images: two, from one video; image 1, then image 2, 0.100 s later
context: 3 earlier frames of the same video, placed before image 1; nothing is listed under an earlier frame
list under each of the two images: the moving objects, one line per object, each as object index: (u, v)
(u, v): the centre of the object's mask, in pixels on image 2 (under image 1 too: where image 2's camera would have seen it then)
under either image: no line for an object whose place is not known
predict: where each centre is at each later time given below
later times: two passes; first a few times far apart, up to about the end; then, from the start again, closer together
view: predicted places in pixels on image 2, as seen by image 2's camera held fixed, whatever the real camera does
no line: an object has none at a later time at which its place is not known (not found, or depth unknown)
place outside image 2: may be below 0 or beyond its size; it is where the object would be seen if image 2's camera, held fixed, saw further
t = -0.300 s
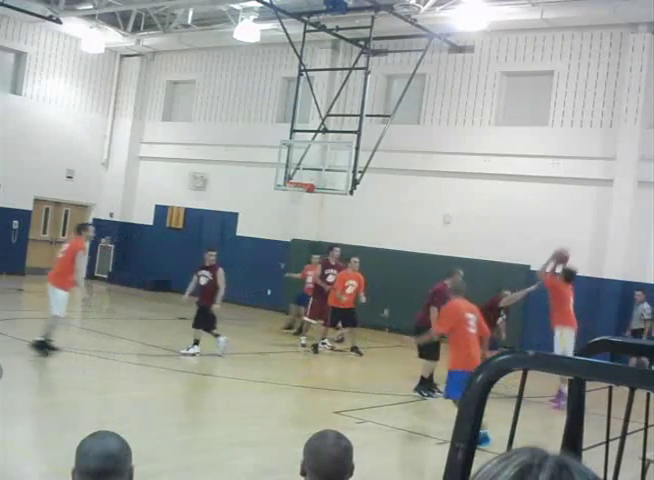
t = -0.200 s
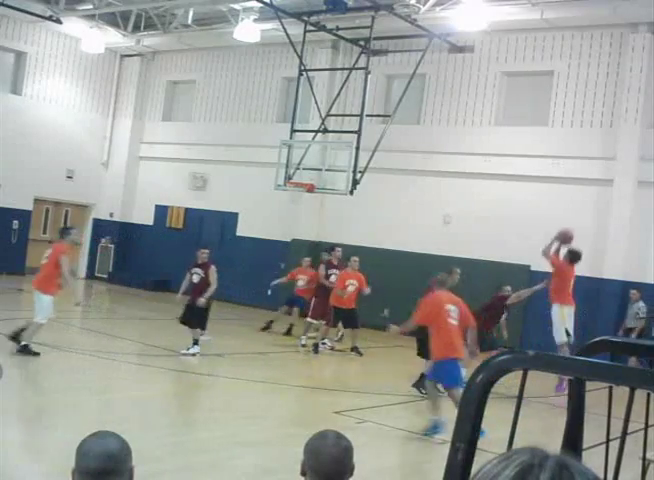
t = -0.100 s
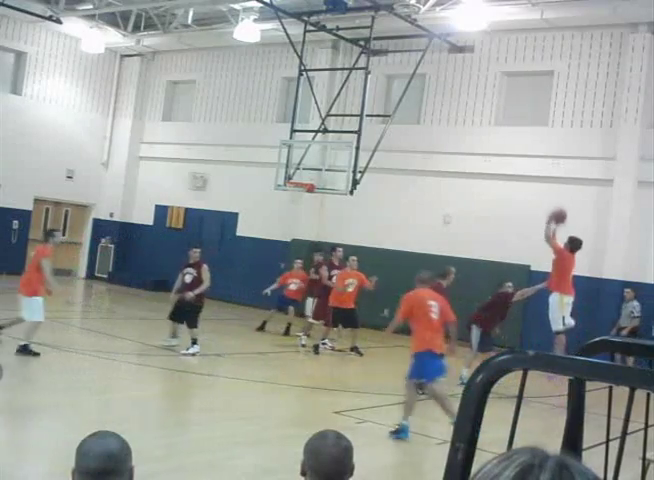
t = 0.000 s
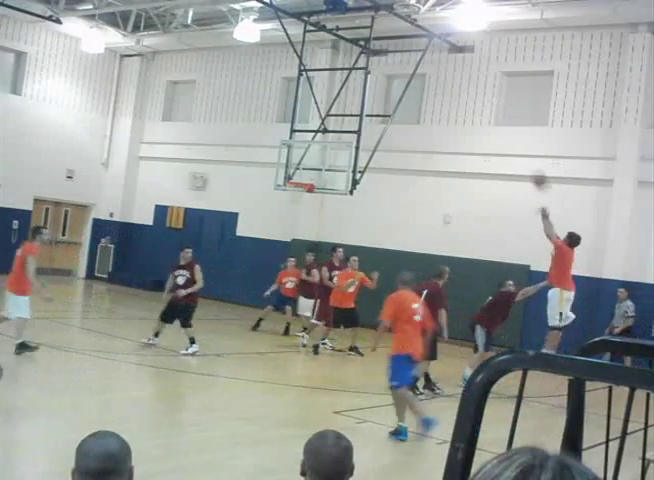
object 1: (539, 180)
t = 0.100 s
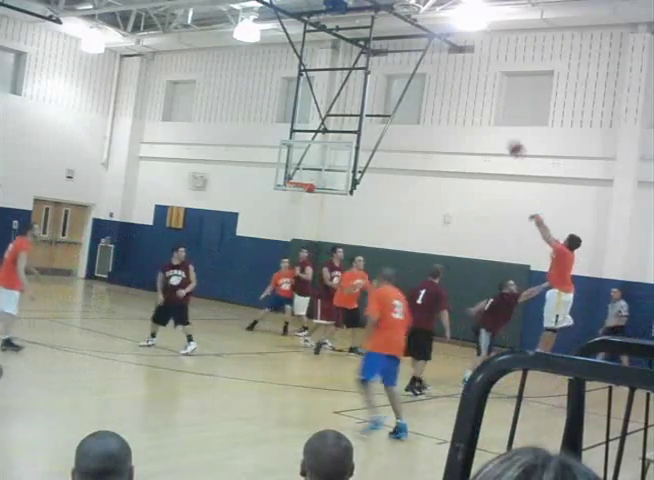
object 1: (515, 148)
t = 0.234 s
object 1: (484, 118)
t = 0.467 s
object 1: (432, 96)
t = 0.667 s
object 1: (391, 102)
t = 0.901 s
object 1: (344, 132)
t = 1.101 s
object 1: (306, 176)
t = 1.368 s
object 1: (278, 212)
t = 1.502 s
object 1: (266, 234)
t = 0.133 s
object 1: (507, 140)
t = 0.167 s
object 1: (499, 132)
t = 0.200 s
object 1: (492, 125)
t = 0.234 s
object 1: (484, 118)
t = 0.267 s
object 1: (476, 113)
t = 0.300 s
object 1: (469, 109)
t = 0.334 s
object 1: (461, 104)
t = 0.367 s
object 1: (454, 101)
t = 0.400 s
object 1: (447, 99)
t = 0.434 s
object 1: (439, 97)
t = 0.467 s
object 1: (432, 96)
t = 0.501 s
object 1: (425, 95)
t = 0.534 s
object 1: (419, 95)
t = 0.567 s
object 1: (411, 96)
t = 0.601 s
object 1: (405, 98)
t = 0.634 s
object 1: (398, 99)
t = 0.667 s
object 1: (391, 102)
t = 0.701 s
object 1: (384, 105)
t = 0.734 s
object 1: (376, 108)
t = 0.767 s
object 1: (370, 111)
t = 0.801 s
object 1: (364, 116)
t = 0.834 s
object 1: (358, 120)
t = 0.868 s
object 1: (351, 125)
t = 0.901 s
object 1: (344, 132)
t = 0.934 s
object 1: (338, 138)
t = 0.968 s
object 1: (331, 145)
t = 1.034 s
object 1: (319, 159)
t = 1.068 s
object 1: (313, 168)
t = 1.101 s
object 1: (306, 176)
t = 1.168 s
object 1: (295, 193)
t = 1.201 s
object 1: (292, 197)
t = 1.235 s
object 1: (289, 198)
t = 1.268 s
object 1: (286, 201)
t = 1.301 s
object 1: (284, 204)
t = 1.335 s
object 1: (281, 208)
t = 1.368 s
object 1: (278, 212)
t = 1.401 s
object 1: (275, 217)
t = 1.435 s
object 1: (272, 222)
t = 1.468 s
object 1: (269, 228)
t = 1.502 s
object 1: (266, 234)
